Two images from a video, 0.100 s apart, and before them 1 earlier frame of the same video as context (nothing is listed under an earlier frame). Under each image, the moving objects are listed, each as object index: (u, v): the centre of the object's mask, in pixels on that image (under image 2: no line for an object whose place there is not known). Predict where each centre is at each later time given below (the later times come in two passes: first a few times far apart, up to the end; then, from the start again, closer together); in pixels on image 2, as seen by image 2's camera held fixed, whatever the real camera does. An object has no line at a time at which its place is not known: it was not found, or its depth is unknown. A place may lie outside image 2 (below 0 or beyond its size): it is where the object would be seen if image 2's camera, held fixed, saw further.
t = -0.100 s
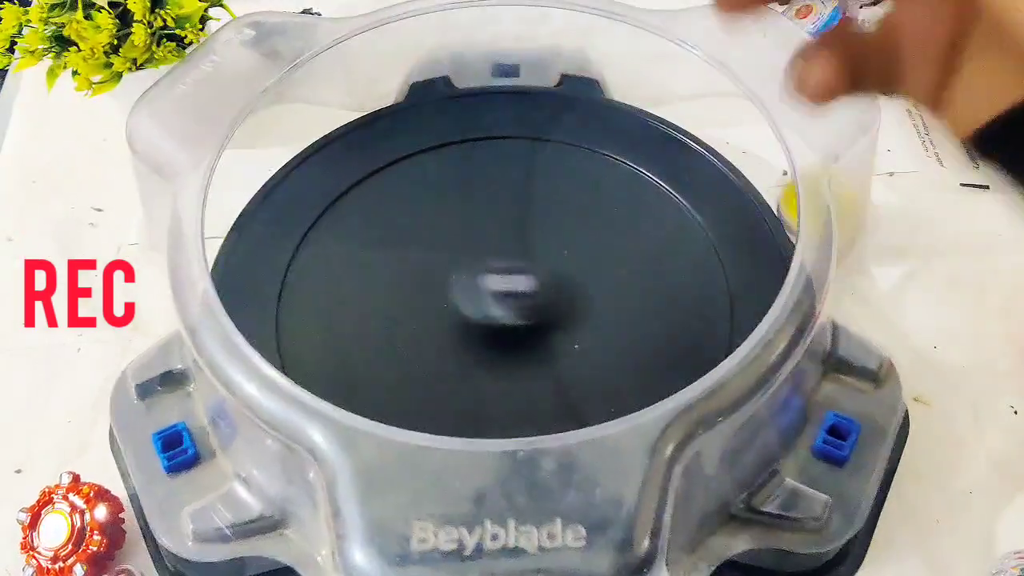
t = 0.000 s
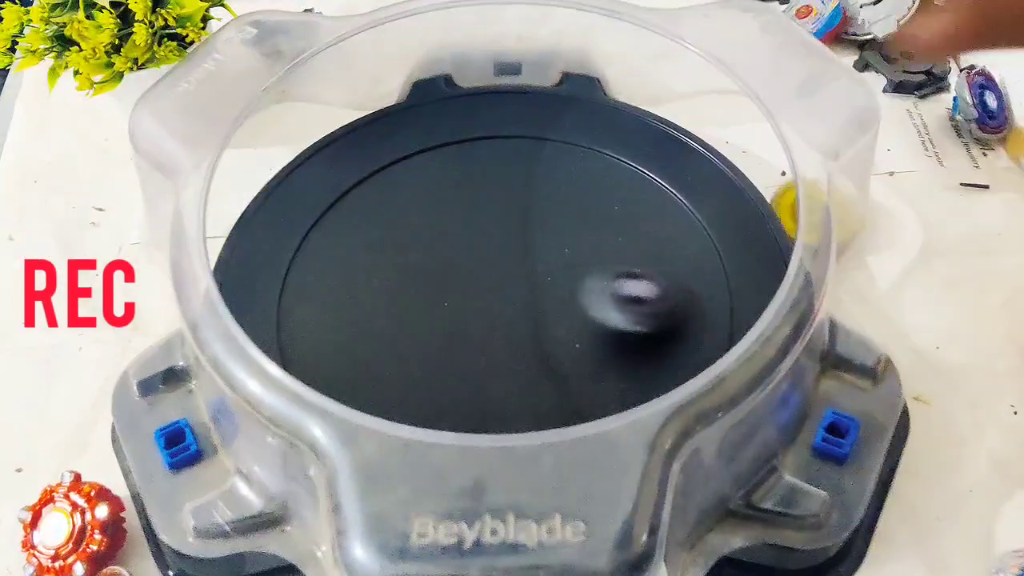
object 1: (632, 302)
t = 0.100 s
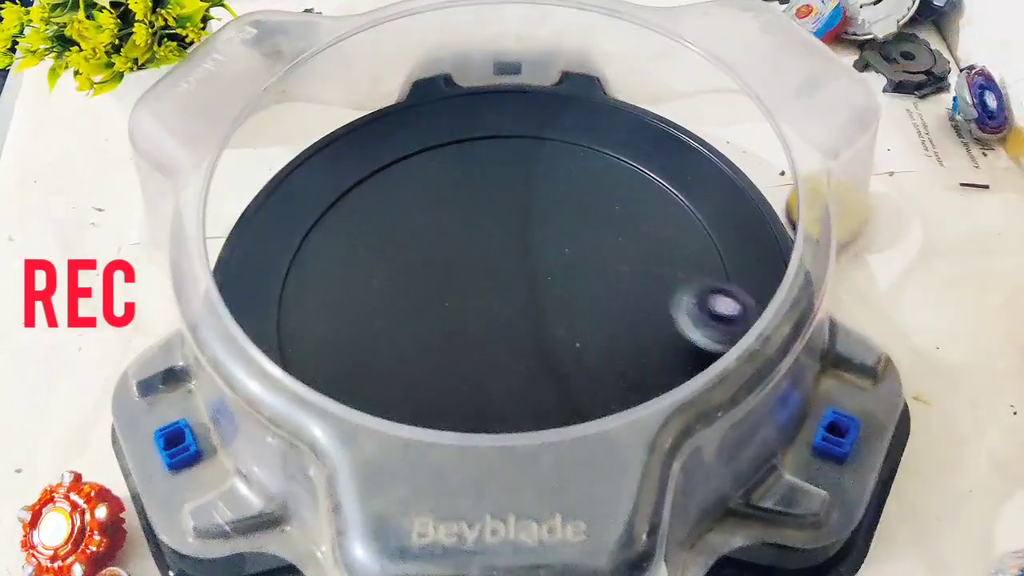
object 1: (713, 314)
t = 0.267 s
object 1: (638, 366)
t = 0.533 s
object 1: (395, 392)
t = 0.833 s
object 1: (424, 262)
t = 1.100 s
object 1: (649, 318)
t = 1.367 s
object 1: (495, 423)
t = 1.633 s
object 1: (395, 286)
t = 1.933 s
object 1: (671, 233)
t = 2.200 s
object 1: (606, 405)
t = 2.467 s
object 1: (399, 323)
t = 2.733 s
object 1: (561, 156)
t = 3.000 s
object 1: (715, 296)
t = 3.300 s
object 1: (444, 379)
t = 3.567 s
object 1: (431, 167)
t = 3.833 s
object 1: (645, 186)
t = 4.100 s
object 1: (572, 369)
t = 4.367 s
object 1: (355, 273)
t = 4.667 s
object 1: (516, 135)
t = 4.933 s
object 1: (620, 293)
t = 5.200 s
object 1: (393, 374)
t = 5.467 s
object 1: (370, 194)
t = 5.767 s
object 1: (582, 247)
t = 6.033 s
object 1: (487, 403)
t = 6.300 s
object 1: (337, 309)
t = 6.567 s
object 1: (493, 225)
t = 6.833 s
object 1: (609, 359)
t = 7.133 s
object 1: (425, 392)
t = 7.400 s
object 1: (453, 267)
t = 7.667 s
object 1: (621, 286)
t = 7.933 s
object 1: (554, 392)
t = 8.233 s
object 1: (460, 304)
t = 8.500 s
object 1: (559, 235)
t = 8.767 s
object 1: (607, 282)
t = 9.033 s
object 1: (547, 321)
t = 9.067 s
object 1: (536, 320)
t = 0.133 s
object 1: (714, 318)
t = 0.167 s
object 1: (705, 329)
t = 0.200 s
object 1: (689, 342)
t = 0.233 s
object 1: (667, 354)
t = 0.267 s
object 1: (638, 366)
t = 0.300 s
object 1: (607, 376)
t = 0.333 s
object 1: (573, 383)
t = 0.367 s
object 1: (539, 390)
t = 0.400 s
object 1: (507, 396)
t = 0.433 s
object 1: (477, 398)
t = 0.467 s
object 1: (441, 397)
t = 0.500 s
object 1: (417, 396)
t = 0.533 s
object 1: (395, 392)
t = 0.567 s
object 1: (373, 384)
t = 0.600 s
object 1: (356, 373)
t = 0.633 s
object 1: (347, 361)
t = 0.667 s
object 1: (342, 344)
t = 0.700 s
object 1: (347, 325)
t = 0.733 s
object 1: (358, 306)
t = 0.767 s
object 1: (376, 288)
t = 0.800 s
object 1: (397, 274)
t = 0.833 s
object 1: (424, 262)
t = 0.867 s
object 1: (453, 254)
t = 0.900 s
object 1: (487, 250)
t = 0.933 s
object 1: (523, 251)
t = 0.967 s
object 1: (554, 256)
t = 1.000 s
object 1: (583, 265)
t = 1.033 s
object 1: (609, 279)
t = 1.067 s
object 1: (633, 296)
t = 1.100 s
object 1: (649, 318)
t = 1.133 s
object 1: (663, 343)
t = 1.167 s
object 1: (662, 360)
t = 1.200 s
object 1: (655, 377)
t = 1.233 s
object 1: (628, 398)
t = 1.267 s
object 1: (601, 410)
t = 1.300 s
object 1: (568, 418)
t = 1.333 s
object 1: (535, 422)
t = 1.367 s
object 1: (495, 423)
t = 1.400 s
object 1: (459, 420)
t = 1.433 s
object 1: (428, 411)
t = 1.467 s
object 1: (402, 400)
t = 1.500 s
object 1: (382, 384)
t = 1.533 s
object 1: (372, 366)
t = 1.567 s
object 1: (371, 339)
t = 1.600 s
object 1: (381, 312)
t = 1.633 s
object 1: (395, 286)
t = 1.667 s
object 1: (416, 264)
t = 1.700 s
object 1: (444, 243)
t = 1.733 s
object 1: (470, 228)
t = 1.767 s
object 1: (503, 216)
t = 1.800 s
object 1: (537, 209)
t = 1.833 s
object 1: (570, 207)
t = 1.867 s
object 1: (611, 210)
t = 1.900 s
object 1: (643, 218)
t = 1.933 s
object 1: (671, 233)
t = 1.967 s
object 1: (700, 250)
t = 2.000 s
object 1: (717, 275)
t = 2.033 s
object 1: (712, 308)
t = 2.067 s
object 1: (699, 335)
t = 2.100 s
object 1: (685, 356)
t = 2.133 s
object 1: (665, 376)
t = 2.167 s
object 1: (635, 394)
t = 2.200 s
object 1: (606, 405)
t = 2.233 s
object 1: (572, 414)
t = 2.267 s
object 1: (536, 418)
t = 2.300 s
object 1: (499, 416)
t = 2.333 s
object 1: (463, 408)
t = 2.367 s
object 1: (436, 396)
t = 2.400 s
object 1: (415, 378)
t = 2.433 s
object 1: (402, 351)
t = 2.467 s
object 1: (399, 323)
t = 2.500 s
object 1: (404, 294)
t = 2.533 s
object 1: (412, 266)
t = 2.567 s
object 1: (426, 239)
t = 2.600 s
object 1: (446, 214)
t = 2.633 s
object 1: (469, 193)
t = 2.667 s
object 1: (499, 176)
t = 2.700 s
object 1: (530, 163)
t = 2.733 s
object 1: (561, 156)
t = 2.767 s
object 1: (592, 152)
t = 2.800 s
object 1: (625, 158)
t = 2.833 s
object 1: (650, 174)
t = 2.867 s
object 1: (672, 194)
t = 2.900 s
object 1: (693, 216)
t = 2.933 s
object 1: (706, 241)
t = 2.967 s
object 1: (715, 268)
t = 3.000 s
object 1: (715, 296)
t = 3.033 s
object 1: (704, 321)
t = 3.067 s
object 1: (685, 345)
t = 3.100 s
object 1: (660, 365)
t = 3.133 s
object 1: (629, 382)
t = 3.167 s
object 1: (593, 393)
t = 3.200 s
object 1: (555, 400)
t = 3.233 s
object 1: (515, 400)
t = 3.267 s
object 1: (477, 394)
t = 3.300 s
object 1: (444, 379)
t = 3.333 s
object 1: (418, 357)
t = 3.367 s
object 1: (397, 331)
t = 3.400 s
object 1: (384, 302)
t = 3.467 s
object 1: (386, 245)
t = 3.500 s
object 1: (395, 214)
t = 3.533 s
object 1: (410, 189)
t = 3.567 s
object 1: (431, 167)
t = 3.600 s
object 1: (456, 148)
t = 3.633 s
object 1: (486, 133)
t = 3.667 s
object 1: (518, 132)
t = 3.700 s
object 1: (546, 138)
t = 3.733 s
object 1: (577, 144)
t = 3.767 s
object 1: (603, 154)
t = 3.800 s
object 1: (627, 168)
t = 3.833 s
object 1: (645, 186)
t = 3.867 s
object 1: (659, 208)
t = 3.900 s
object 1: (667, 231)
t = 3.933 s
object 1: (670, 256)
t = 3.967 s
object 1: (665, 284)
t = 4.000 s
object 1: (651, 312)
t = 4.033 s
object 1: (631, 335)
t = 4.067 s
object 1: (603, 355)
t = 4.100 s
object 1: (572, 369)
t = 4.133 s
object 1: (537, 377)
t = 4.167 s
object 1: (500, 379)
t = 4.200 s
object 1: (461, 373)
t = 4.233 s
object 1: (428, 360)
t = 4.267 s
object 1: (400, 343)
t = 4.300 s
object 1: (378, 320)
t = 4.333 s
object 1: (362, 296)
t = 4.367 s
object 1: (355, 273)
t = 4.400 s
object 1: (354, 246)
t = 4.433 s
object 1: (360, 221)
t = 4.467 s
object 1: (369, 198)
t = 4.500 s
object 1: (385, 178)
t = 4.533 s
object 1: (406, 160)
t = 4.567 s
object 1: (429, 147)
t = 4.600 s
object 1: (457, 138)
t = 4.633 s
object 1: (485, 134)
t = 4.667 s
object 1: (516, 135)
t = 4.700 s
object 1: (541, 141)
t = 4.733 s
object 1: (565, 152)
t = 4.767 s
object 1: (589, 167)
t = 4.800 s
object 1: (607, 189)
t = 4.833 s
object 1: (618, 213)
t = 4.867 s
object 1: (626, 239)
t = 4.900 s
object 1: (628, 266)
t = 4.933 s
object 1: (620, 293)
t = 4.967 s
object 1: (607, 321)
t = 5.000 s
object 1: (587, 345)
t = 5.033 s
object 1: (559, 365)
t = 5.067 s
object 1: (531, 379)
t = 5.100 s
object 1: (495, 389)
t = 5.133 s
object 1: (459, 390)
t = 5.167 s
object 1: (424, 385)
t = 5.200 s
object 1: (393, 374)
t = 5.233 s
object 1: (365, 358)
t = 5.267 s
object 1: (328, 317)
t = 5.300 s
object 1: (321, 294)
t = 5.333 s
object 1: (320, 272)
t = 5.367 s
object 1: (325, 250)
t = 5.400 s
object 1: (335, 229)
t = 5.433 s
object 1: (351, 209)
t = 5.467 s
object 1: (370, 194)
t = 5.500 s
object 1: (393, 183)
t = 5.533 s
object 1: (419, 174)
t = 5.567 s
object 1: (446, 172)
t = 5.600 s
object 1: (471, 173)
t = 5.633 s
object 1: (500, 179)
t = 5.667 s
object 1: (525, 190)
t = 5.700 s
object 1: (547, 205)
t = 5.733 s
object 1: (566, 224)
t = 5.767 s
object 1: (582, 247)
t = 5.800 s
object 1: (591, 271)
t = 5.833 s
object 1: (596, 299)
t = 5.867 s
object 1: (592, 324)
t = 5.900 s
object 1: (584, 348)
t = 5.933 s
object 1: (568, 370)
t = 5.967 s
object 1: (545, 388)
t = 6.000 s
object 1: (516, 397)
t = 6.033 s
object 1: (487, 403)
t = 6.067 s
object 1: (454, 403)
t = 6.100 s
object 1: (425, 399)
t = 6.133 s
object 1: (397, 390)
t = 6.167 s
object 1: (375, 381)
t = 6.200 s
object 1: (355, 368)
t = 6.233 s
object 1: (342, 350)
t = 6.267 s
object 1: (336, 330)
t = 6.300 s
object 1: (337, 309)
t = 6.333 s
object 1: (344, 289)
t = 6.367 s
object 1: (355, 271)
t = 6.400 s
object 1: (370, 256)
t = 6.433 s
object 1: (390, 243)
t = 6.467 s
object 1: (414, 231)
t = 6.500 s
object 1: (439, 225)
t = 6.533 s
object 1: (465, 223)
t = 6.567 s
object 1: (493, 225)
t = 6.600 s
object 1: (520, 230)
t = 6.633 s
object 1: (545, 241)
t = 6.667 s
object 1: (566, 253)
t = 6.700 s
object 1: (584, 270)
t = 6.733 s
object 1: (602, 291)
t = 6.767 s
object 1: (610, 313)
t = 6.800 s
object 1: (614, 335)
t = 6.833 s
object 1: (609, 359)
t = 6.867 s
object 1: (599, 378)
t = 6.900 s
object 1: (581, 390)
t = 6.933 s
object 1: (556, 401)
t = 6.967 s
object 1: (532, 407)
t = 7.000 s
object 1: (507, 410)
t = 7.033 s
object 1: (481, 409)
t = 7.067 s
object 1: (460, 405)
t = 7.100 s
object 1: (439, 399)
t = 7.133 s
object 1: (425, 392)
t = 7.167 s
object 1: (412, 379)
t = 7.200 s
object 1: (407, 364)
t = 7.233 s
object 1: (403, 346)
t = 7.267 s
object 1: (406, 329)
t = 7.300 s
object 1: (411, 312)
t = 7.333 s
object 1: (421, 295)
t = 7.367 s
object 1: (435, 280)
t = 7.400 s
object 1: (453, 267)
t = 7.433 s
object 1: (472, 257)
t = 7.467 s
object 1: (496, 249)
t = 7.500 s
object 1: (520, 246)
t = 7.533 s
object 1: (543, 247)
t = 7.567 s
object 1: (566, 251)
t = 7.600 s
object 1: (586, 260)
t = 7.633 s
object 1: (604, 272)
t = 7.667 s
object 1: (621, 286)
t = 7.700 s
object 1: (630, 302)
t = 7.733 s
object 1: (635, 319)
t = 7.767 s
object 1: (632, 336)
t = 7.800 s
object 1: (628, 352)
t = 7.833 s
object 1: (612, 371)
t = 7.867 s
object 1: (595, 382)
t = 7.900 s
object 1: (576, 388)
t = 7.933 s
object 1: (554, 392)
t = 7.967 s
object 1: (535, 393)
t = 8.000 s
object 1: (517, 390)
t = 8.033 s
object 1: (501, 383)
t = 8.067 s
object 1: (486, 374)
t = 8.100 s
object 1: (476, 363)
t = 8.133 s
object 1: (466, 349)
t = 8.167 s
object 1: (461, 334)
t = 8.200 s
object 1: (459, 319)
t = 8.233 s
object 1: (460, 304)
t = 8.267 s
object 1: (463, 289)
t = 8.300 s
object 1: (470, 274)
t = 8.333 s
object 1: (480, 262)
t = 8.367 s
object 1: (494, 251)
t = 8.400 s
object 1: (511, 242)
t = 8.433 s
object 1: (527, 237)
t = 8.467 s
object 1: (544, 235)
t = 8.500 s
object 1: (559, 235)
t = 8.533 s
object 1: (571, 237)
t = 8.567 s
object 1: (582, 242)
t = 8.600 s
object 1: (592, 248)
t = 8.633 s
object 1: (599, 254)
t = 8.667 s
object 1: (604, 261)
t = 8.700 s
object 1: (607, 268)
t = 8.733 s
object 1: (608, 275)
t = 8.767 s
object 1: (607, 282)
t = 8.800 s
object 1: (604, 290)
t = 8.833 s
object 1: (601, 296)
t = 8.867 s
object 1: (596, 302)
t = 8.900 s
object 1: (587, 309)
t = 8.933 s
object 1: (577, 314)
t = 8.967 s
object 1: (567, 318)
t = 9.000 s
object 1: (556, 320)
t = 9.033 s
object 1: (547, 321)
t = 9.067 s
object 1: (536, 320)
